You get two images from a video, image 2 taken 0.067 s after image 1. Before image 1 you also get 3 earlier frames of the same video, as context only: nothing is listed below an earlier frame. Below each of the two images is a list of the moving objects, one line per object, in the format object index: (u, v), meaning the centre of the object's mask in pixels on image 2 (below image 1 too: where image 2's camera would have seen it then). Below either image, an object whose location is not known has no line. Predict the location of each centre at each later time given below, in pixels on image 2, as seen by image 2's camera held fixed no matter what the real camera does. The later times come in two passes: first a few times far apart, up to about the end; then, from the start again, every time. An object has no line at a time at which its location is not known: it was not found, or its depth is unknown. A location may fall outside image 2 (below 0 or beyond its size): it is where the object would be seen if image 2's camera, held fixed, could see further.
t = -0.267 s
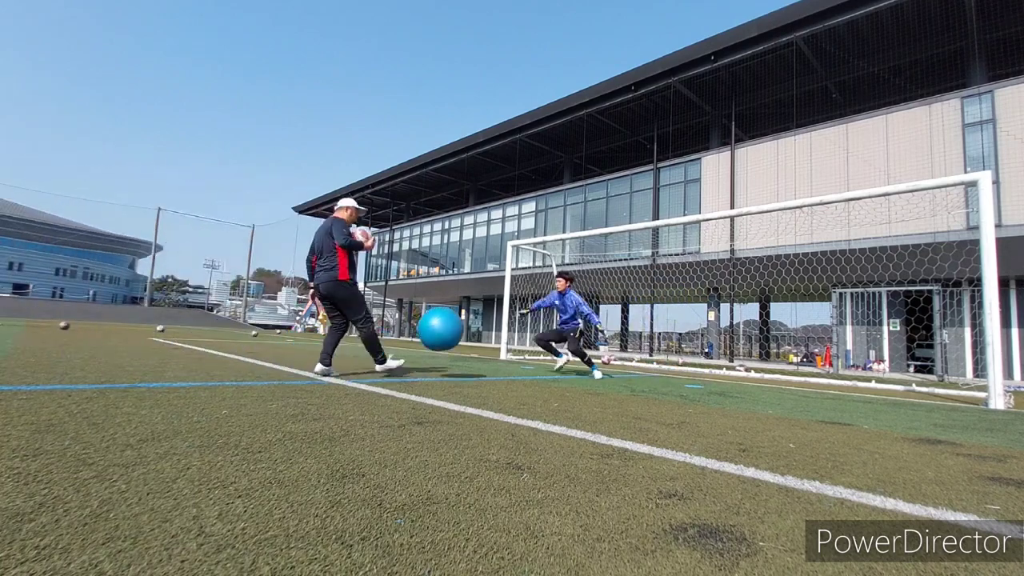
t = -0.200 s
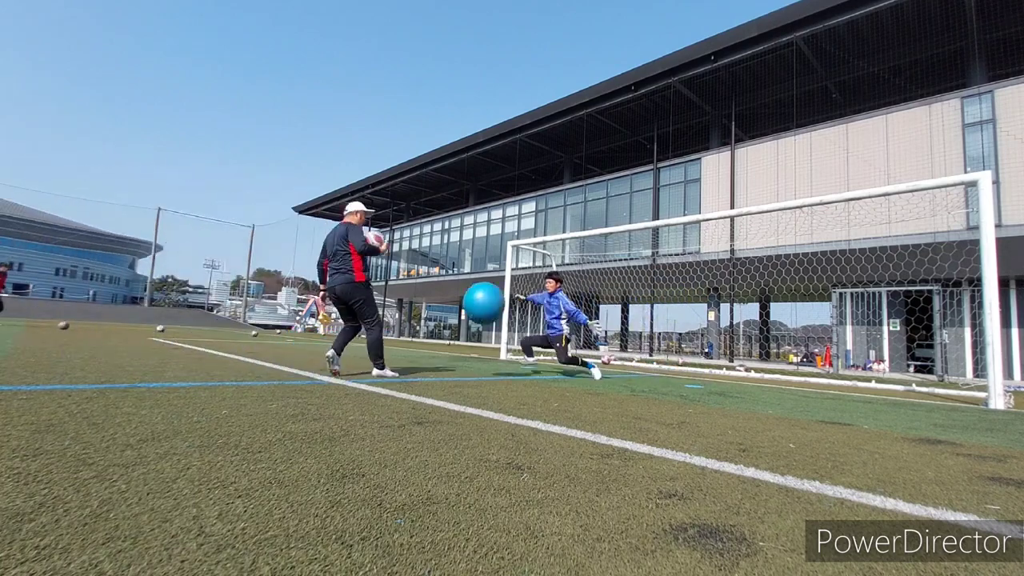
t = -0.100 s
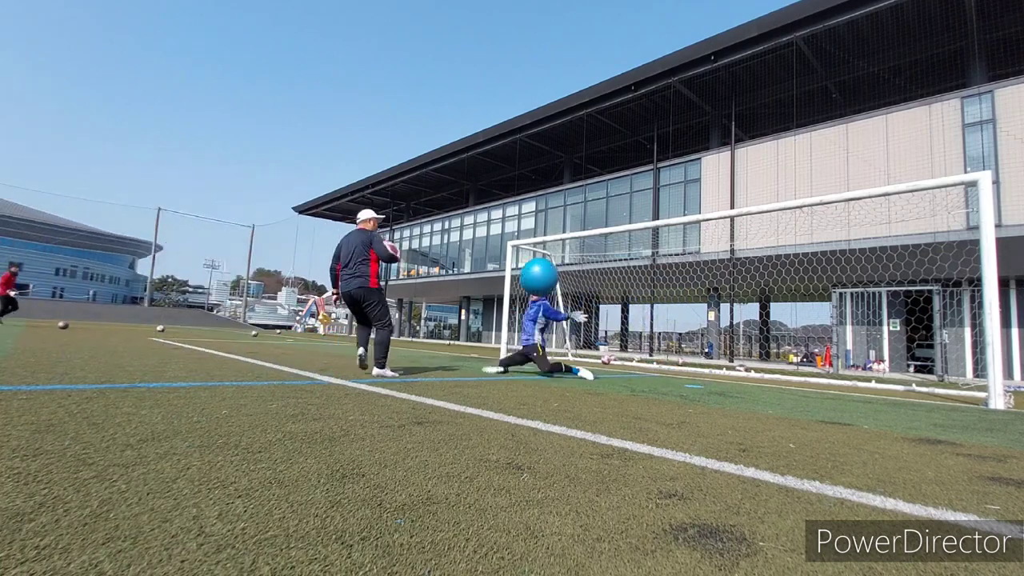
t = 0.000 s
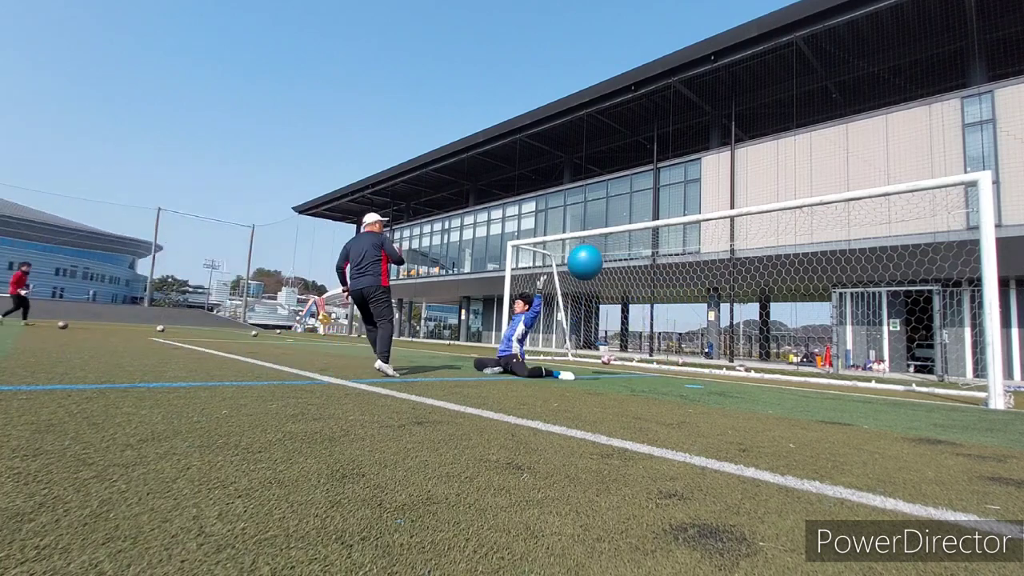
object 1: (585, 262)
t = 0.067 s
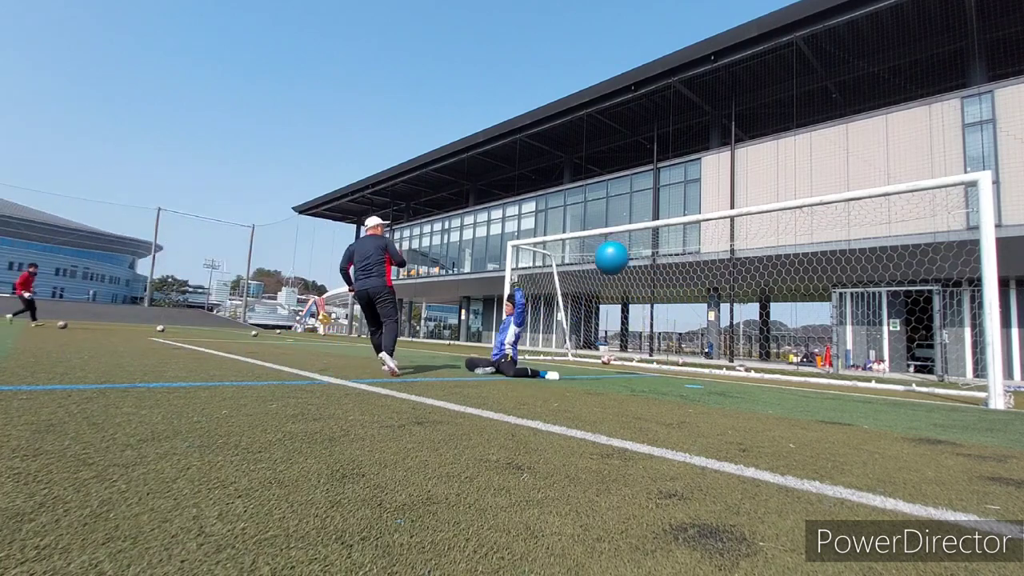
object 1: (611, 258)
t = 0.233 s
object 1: (667, 260)
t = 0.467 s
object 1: (729, 292)
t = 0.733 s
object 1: (780, 345)
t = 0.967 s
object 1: (800, 367)
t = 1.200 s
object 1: (799, 367)
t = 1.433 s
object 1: (794, 366)
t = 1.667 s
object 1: (790, 365)
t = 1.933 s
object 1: (788, 364)
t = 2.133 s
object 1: (788, 364)
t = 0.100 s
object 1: (624, 257)
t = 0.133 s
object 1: (635, 257)
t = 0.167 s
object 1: (647, 257)
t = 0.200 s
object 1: (657, 259)
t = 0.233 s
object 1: (667, 260)
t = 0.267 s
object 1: (677, 263)
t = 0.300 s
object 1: (687, 267)
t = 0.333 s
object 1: (696, 270)
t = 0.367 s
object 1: (704, 275)
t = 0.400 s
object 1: (713, 280)
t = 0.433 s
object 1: (721, 285)
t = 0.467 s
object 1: (729, 292)
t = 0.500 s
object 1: (737, 298)
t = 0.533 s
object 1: (744, 305)
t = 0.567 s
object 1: (752, 313)
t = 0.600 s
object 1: (759, 320)
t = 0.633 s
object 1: (765, 328)
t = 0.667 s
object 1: (771, 334)
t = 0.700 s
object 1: (775, 340)
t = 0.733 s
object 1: (780, 345)
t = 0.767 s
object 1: (784, 349)
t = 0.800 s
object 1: (788, 354)
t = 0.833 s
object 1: (791, 358)
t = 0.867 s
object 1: (794, 363)
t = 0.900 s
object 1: (797, 366)
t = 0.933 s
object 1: (799, 367)
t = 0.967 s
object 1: (800, 367)
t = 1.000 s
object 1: (801, 366)
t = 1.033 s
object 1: (801, 365)
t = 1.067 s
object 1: (801, 365)
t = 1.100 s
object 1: (801, 365)
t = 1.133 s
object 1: (800, 365)
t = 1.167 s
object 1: (799, 366)
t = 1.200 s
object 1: (799, 367)
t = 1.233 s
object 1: (798, 367)
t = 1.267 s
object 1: (798, 367)
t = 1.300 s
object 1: (797, 366)
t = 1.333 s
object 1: (797, 366)
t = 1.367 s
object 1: (796, 366)
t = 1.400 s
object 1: (795, 366)
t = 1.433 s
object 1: (794, 366)
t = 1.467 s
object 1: (794, 367)
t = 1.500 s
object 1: (793, 366)
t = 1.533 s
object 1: (792, 366)
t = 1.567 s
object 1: (792, 366)
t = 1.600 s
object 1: (791, 366)
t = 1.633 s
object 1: (790, 365)
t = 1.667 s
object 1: (790, 365)
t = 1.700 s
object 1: (789, 365)
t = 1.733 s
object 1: (789, 364)
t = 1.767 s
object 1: (789, 364)
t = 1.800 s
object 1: (788, 364)
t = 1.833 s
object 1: (788, 365)
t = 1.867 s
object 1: (788, 364)
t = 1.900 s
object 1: (788, 364)
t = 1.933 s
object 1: (788, 364)
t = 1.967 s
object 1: (788, 364)
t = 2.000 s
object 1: (788, 364)
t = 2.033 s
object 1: (788, 364)
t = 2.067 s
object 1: (788, 364)
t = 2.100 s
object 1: (788, 364)
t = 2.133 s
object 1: (788, 364)
